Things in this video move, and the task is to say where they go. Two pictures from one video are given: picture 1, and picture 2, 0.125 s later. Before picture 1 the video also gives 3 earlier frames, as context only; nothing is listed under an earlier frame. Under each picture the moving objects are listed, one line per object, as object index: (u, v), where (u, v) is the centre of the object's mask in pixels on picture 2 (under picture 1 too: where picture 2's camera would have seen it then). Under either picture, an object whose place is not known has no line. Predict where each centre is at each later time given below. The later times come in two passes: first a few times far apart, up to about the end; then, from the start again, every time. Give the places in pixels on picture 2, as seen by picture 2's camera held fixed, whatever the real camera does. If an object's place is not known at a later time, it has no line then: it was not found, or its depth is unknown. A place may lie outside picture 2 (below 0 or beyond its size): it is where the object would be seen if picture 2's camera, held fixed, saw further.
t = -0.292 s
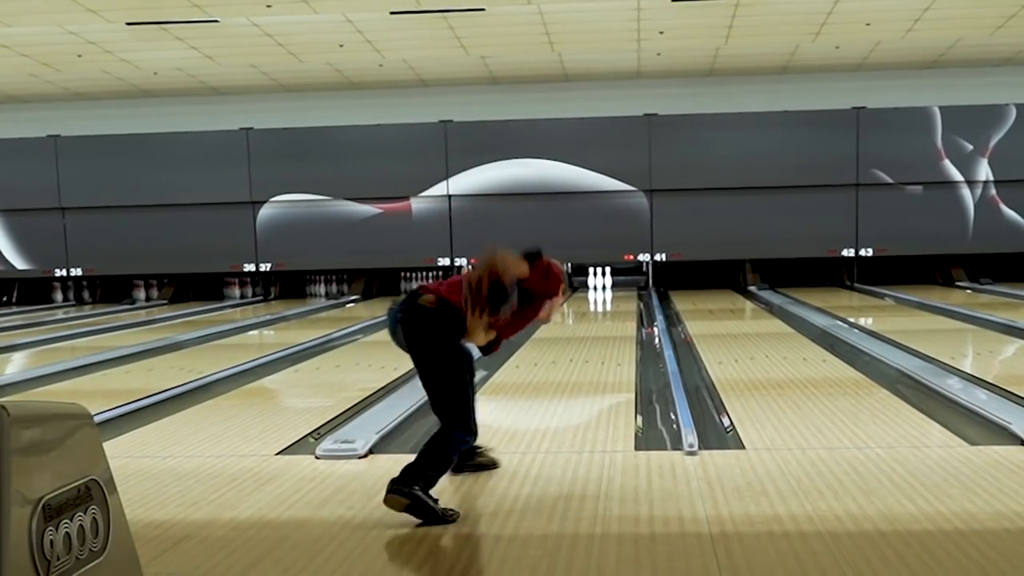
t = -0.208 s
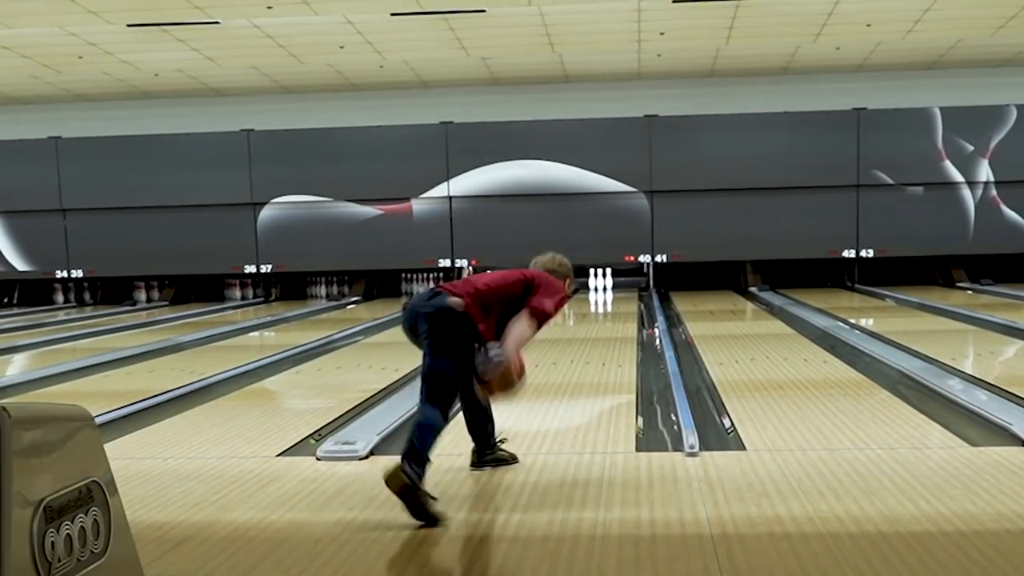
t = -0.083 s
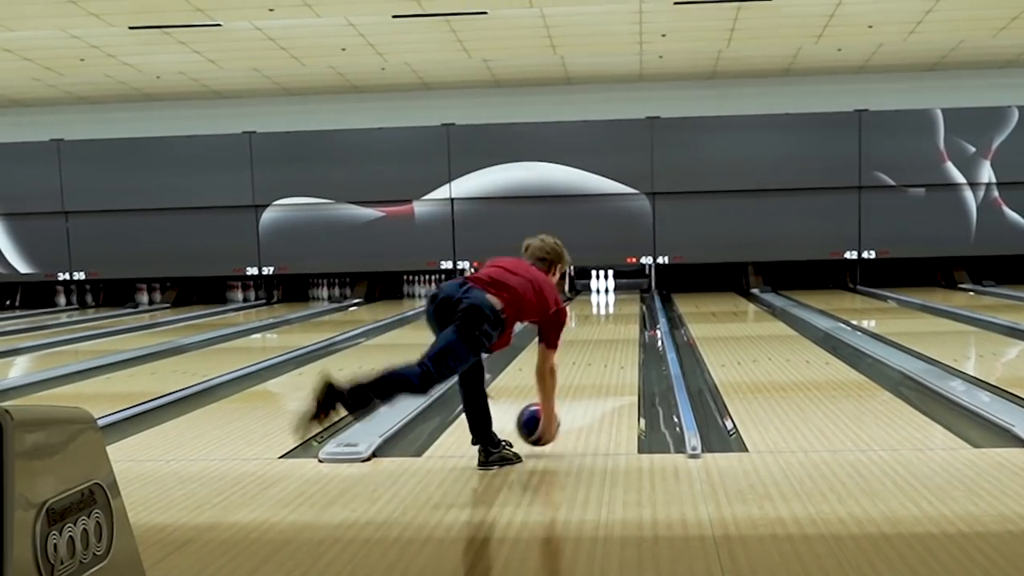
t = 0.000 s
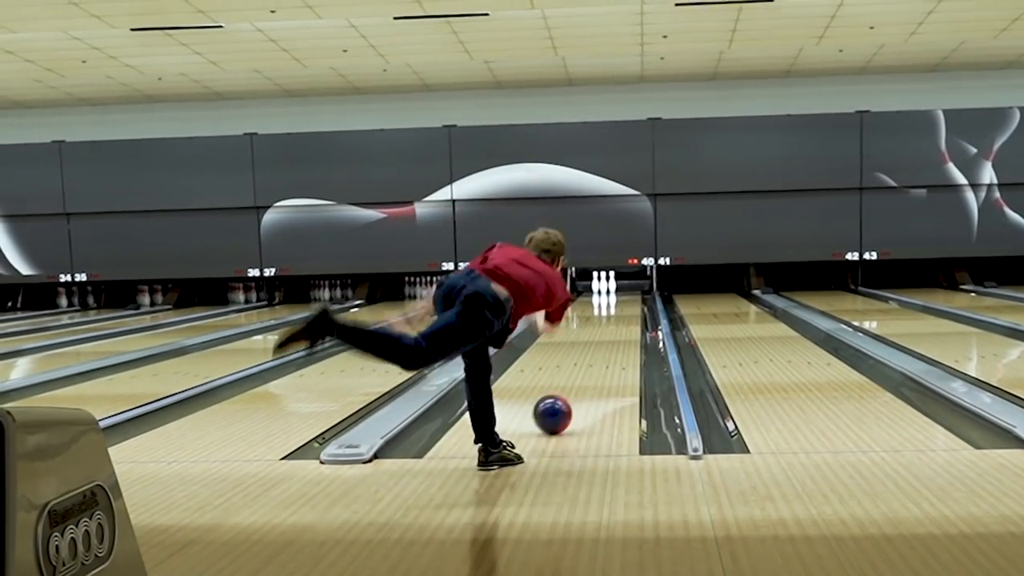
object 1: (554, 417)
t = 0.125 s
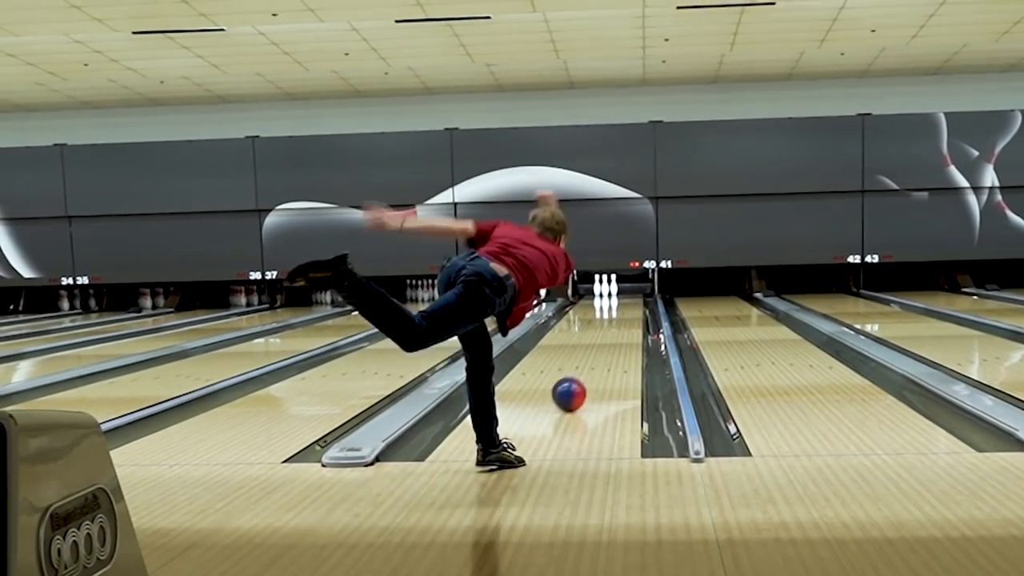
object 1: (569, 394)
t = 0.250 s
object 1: (580, 376)
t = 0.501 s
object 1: (595, 349)
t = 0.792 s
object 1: (607, 329)
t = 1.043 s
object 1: (612, 317)
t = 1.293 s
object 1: (616, 308)
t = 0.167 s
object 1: (573, 387)
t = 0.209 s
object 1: (576, 381)
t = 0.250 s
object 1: (580, 376)
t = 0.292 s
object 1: (583, 371)
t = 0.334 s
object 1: (586, 366)
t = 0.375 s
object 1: (588, 361)
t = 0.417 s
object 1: (591, 357)
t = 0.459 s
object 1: (593, 353)
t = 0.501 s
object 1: (595, 349)
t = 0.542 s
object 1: (597, 346)
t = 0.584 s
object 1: (599, 343)
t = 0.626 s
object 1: (601, 340)
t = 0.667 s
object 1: (602, 337)
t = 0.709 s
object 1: (604, 334)
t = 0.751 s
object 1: (605, 332)
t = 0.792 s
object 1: (607, 329)
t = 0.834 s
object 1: (608, 327)
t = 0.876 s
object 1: (609, 325)
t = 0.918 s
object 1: (610, 323)
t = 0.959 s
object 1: (611, 321)
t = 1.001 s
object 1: (611, 319)
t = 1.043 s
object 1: (612, 317)
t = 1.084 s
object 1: (613, 315)
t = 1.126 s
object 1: (614, 314)
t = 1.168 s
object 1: (615, 312)
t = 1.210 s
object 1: (615, 311)
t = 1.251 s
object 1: (616, 309)
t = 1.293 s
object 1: (616, 308)
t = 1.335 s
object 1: (617, 306)
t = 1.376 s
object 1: (617, 305)
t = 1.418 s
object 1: (617, 304)
